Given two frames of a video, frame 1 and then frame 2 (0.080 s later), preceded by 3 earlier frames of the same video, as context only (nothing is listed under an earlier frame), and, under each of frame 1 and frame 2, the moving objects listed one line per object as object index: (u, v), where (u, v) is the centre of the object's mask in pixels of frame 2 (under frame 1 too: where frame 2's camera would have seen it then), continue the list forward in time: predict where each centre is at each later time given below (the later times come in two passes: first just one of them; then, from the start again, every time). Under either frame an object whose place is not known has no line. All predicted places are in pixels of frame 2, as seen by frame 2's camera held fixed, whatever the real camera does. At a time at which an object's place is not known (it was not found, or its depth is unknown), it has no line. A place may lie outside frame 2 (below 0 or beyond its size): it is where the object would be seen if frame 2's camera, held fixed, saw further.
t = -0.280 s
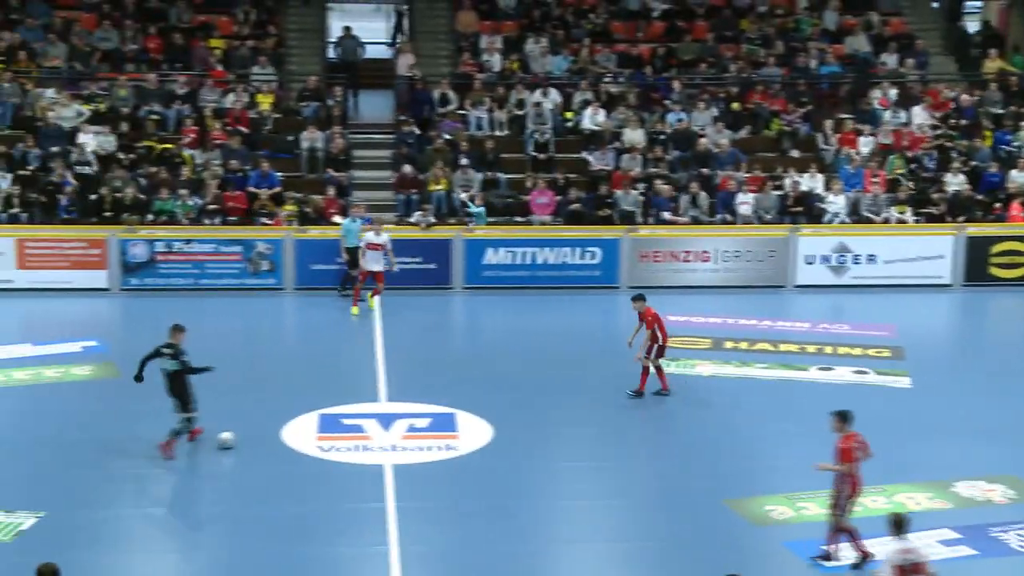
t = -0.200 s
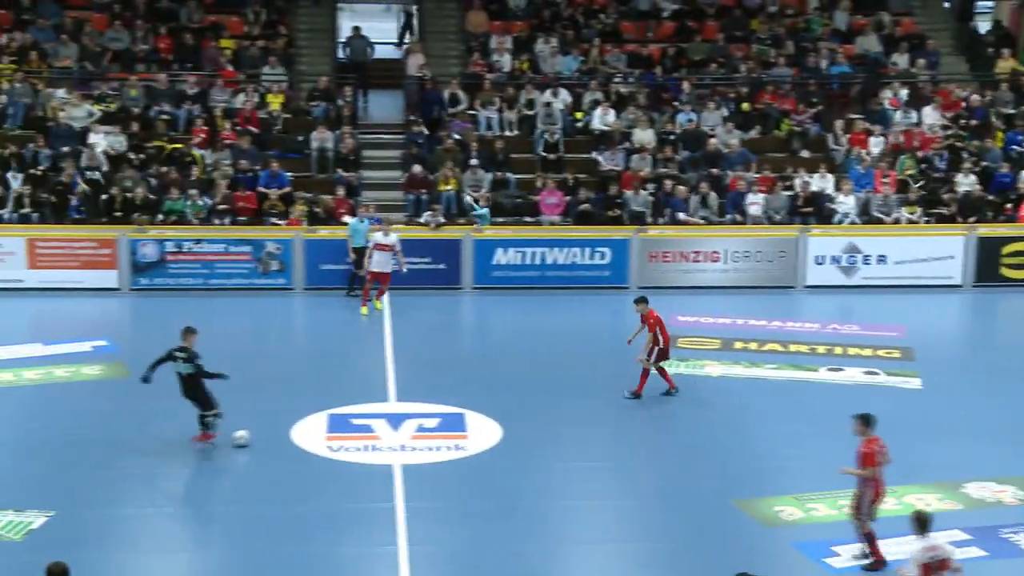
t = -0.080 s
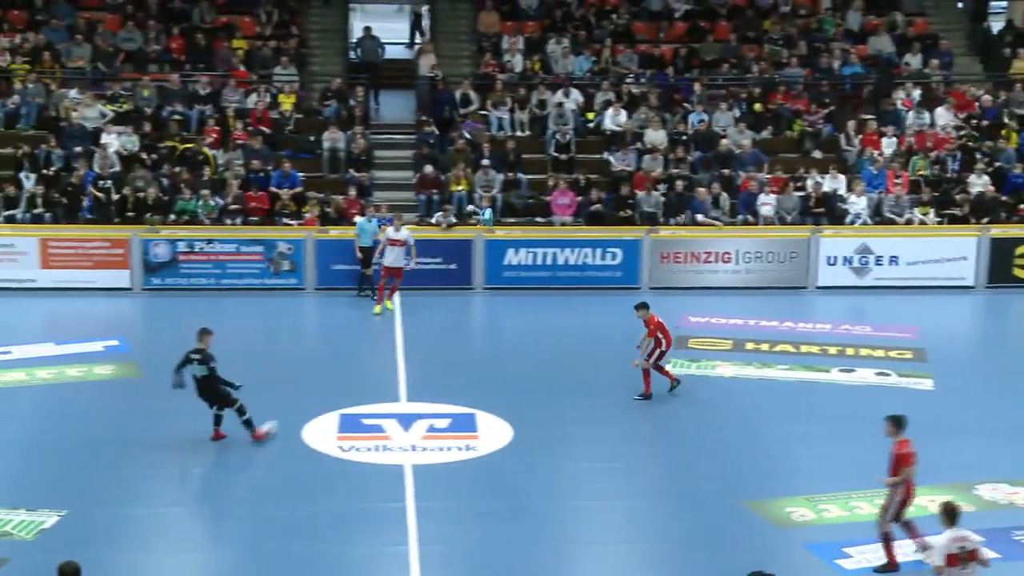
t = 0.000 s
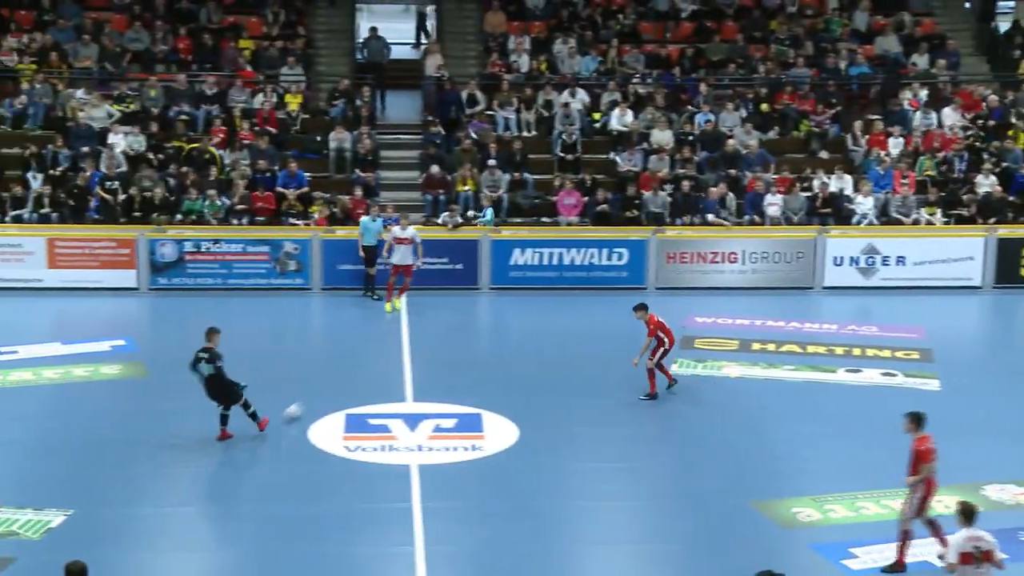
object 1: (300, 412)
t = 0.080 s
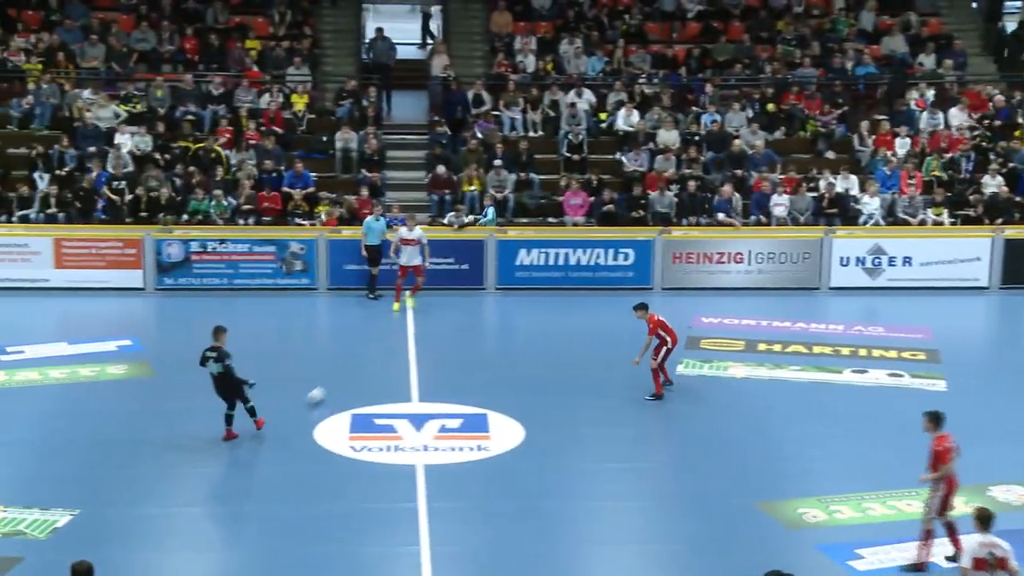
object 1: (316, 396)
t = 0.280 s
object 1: (352, 364)
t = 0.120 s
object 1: (324, 389)
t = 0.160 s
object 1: (332, 382)
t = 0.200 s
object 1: (339, 376)
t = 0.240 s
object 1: (345, 370)
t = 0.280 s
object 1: (352, 364)
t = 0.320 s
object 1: (358, 358)
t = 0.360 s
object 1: (365, 353)
